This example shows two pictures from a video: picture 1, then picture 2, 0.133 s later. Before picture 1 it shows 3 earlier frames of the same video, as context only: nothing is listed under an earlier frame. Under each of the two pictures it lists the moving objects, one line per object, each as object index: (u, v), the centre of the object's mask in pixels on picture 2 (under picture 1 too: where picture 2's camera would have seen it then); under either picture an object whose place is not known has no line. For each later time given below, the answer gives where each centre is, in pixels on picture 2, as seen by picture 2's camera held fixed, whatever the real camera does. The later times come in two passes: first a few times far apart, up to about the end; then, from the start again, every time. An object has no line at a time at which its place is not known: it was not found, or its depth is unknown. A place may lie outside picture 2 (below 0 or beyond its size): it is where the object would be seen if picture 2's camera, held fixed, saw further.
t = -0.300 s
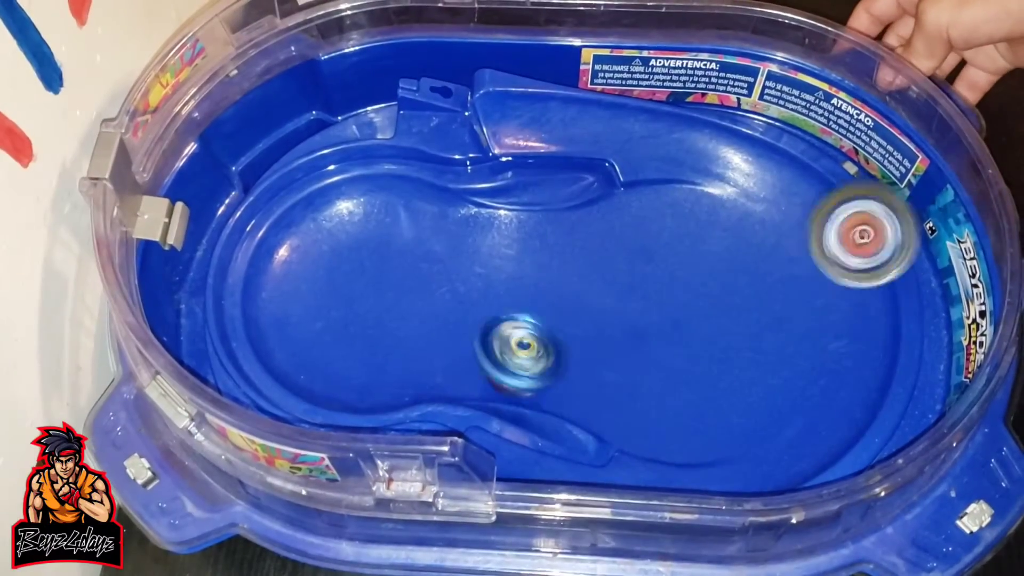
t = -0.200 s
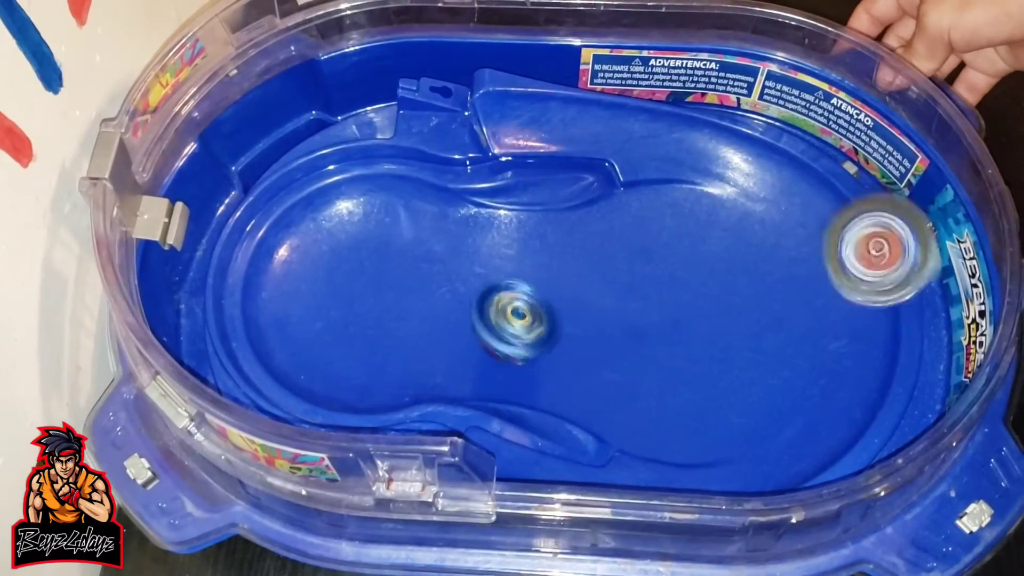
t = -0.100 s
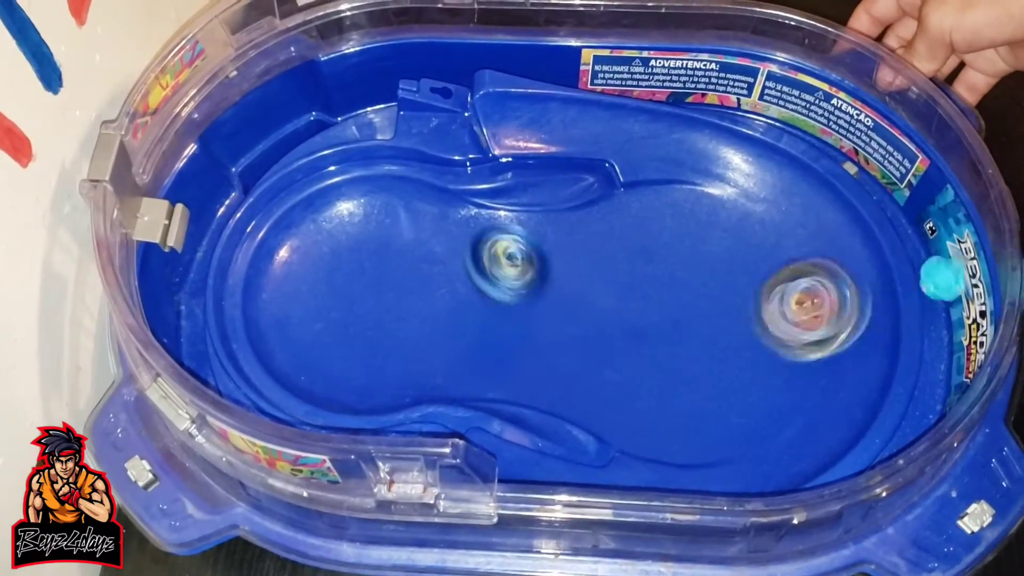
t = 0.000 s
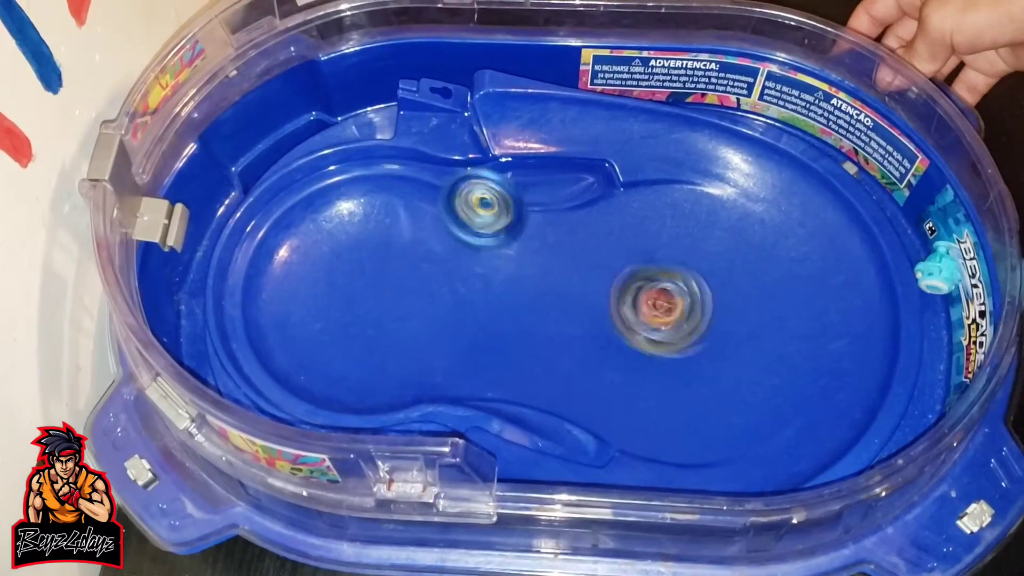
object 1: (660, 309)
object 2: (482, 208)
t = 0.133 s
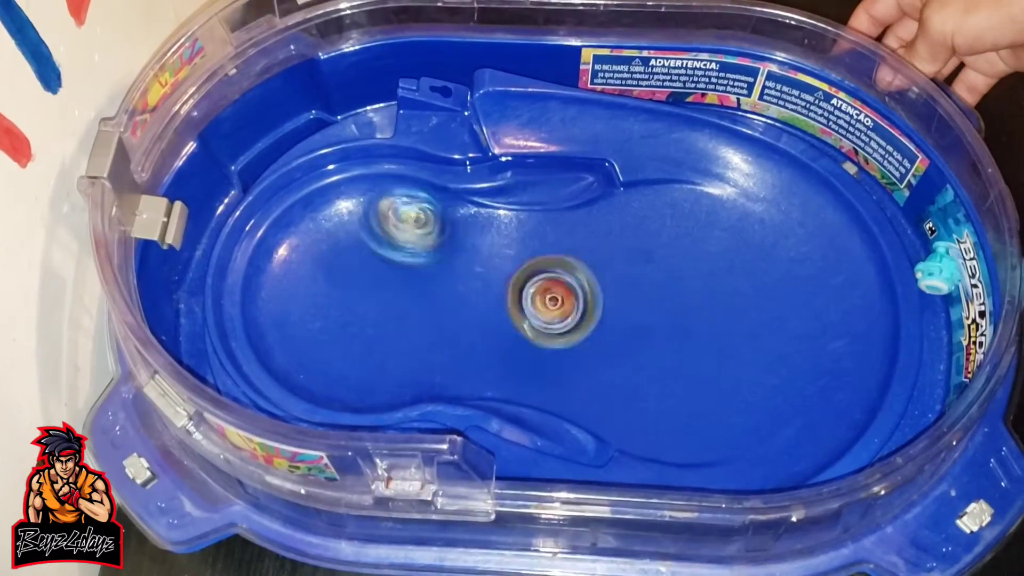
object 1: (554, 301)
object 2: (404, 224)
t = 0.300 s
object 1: (632, 345)
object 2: (247, 234)
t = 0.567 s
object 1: (722, 323)
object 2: (419, 334)
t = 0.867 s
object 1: (696, 303)
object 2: (505, 280)
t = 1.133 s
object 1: (686, 304)
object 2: (605, 329)
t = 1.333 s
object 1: (687, 300)
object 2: (674, 378)
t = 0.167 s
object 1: (565, 318)
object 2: (363, 216)
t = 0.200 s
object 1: (580, 330)
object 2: (318, 213)
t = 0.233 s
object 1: (598, 340)
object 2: (283, 208)
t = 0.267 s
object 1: (616, 342)
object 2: (257, 217)
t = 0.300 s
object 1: (632, 345)
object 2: (247, 234)
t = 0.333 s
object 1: (648, 345)
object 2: (255, 265)
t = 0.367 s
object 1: (663, 345)
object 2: (271, 296)
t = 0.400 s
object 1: (680, 343)
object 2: (301, 319)
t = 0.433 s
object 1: (691, 339)
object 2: (328, 332)
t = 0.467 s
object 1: (701, 335)
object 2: (354, 342)
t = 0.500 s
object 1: (712, 332)
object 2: (376, 345)
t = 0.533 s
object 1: (717, 326)
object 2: (398, 342)
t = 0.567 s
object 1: (722, 323)
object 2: (419, 334)
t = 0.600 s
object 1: (724, 317)
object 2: (438, 320)
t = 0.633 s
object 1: (725, 313)
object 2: (455, 307)
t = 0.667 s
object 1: (724, 309)
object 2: (467, 296)
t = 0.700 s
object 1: (721, 307)
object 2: (479, 290)
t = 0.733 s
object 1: (718, 305)
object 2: (485, 286)
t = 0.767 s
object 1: (713, 302)
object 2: (490, 283)
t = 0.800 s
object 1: (707, 302)
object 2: (495, 281)
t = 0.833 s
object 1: (702, 302)
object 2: (500, 280)
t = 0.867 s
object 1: (696, 303)
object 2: (505, 280)
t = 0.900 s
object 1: (690, 303)
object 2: (510, 281)
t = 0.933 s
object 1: (686, 304)
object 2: (515, 283)
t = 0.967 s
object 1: (684, 304)
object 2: (520, 285)
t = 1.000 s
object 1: (683, 305)
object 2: (529, 289)
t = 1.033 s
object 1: (683, 305)
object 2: (541, 296)
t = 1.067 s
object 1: (683, 305)
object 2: (556, 305)
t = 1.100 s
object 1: (683, 305)
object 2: (580, 316)
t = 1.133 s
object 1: (686, 304)
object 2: (605, 329)
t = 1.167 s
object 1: (693, 300)
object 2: (626, 340)
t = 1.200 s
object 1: (693, 299)
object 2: (638, 352)
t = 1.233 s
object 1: (691, 299)
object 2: (650, 362)
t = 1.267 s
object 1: (689, 299)
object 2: (660, 370)
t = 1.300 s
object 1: (688, 299)
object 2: (668, 374)
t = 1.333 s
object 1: (687, 300)
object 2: (674, 378)
